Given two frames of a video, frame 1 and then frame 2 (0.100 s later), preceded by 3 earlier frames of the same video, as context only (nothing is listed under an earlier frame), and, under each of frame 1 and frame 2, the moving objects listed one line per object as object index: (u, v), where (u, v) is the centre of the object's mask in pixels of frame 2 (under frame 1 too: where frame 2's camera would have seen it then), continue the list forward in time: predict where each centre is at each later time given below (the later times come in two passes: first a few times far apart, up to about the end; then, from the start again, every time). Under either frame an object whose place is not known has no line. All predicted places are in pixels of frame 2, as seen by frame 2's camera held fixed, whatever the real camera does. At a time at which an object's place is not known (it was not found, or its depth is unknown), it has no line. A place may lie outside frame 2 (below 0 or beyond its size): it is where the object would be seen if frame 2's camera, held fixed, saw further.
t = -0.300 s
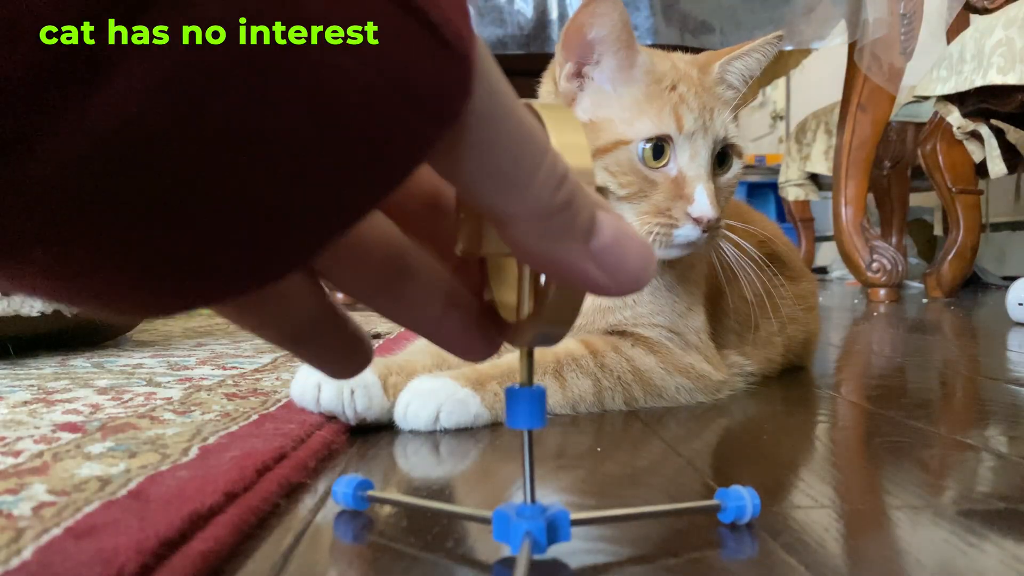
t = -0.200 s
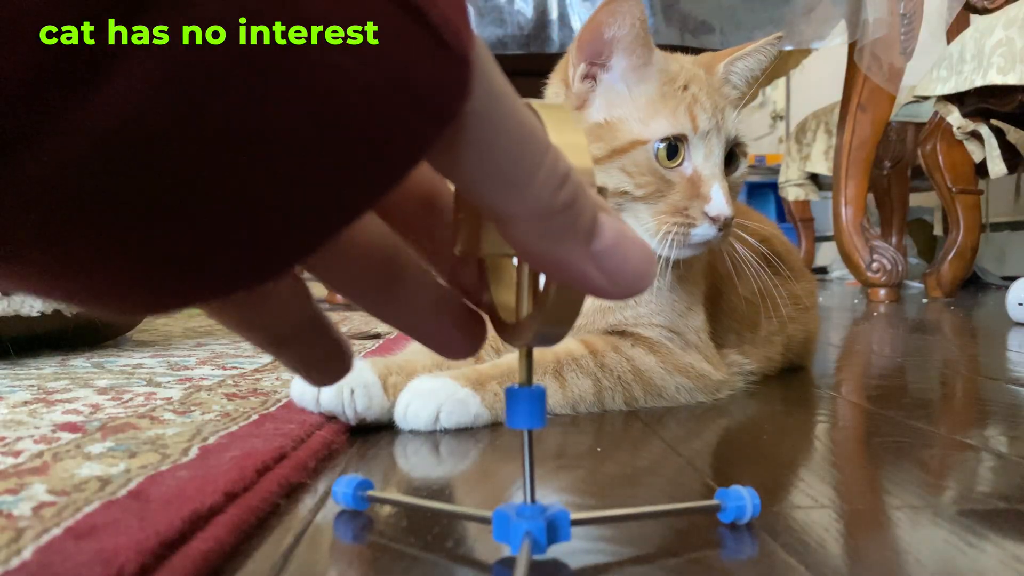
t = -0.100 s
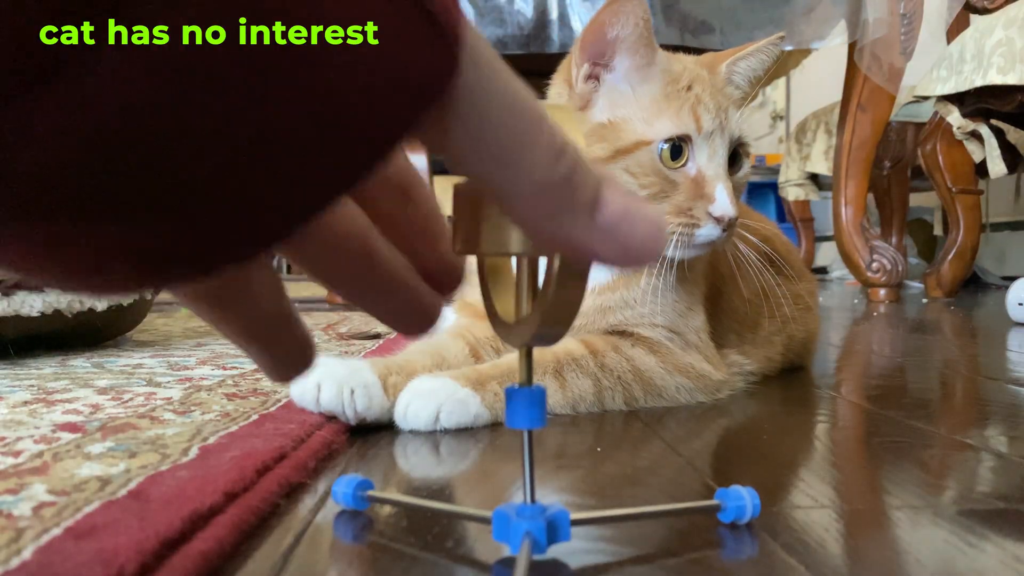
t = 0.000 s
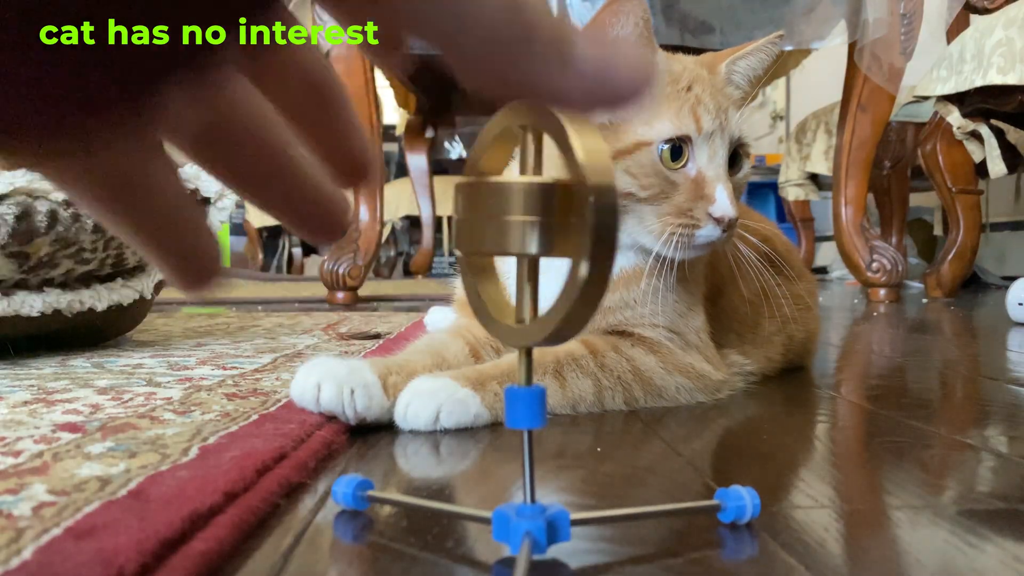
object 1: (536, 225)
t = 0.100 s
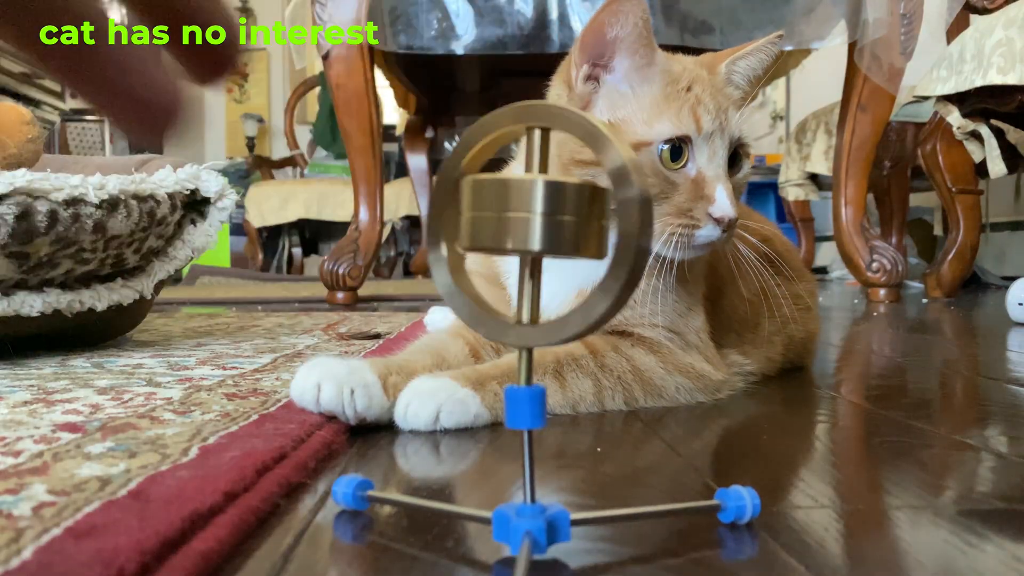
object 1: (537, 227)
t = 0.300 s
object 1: (508, 219)
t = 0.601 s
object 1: (530, 224)
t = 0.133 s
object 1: (533, 226)
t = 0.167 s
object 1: (529, 226)
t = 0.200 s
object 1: (523, 226)
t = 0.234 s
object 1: (513, 227)
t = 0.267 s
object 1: (505, 224)
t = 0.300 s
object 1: (508, 219)
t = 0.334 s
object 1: (513, 218)
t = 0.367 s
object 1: (515, 225)
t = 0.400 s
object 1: (514, 225)
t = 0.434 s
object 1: (512, 224)
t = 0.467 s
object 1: (505, 223)
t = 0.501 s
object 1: (512, 217)
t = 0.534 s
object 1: (522, 220)
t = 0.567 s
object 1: (530, 224)
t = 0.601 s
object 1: (530, 224)
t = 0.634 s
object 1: (523, 224)
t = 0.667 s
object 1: (526, 215)
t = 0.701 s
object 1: (531, 217)
